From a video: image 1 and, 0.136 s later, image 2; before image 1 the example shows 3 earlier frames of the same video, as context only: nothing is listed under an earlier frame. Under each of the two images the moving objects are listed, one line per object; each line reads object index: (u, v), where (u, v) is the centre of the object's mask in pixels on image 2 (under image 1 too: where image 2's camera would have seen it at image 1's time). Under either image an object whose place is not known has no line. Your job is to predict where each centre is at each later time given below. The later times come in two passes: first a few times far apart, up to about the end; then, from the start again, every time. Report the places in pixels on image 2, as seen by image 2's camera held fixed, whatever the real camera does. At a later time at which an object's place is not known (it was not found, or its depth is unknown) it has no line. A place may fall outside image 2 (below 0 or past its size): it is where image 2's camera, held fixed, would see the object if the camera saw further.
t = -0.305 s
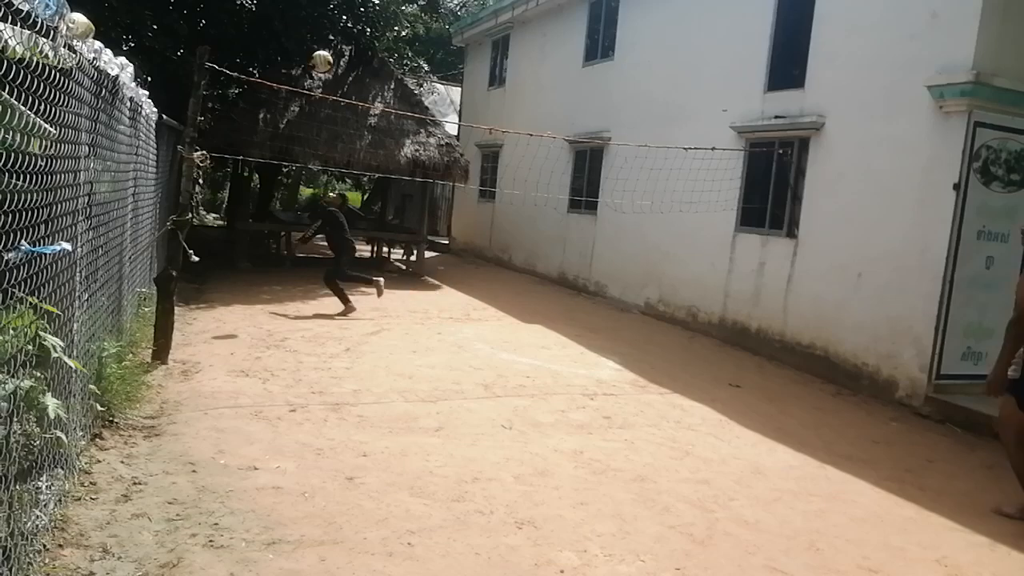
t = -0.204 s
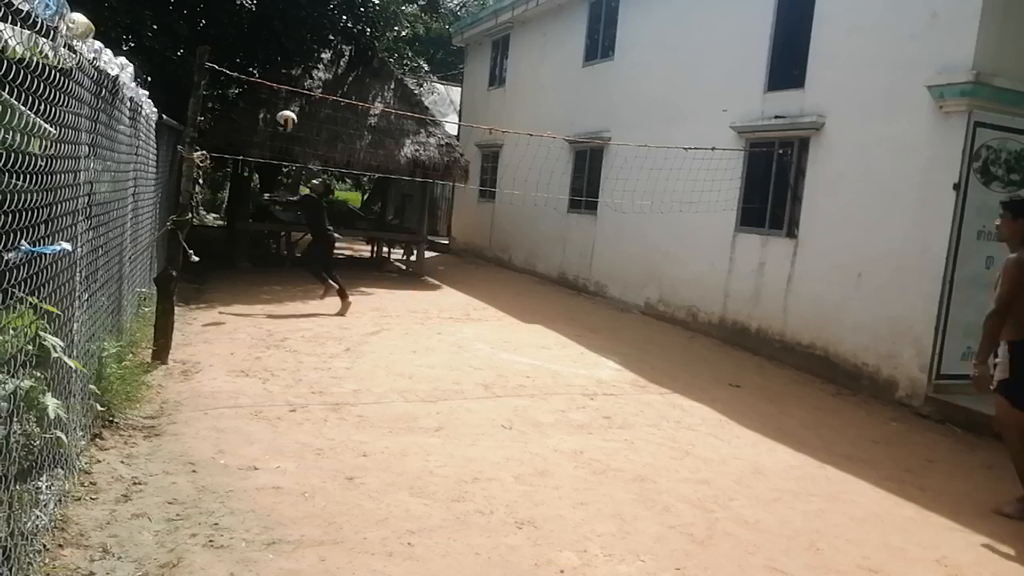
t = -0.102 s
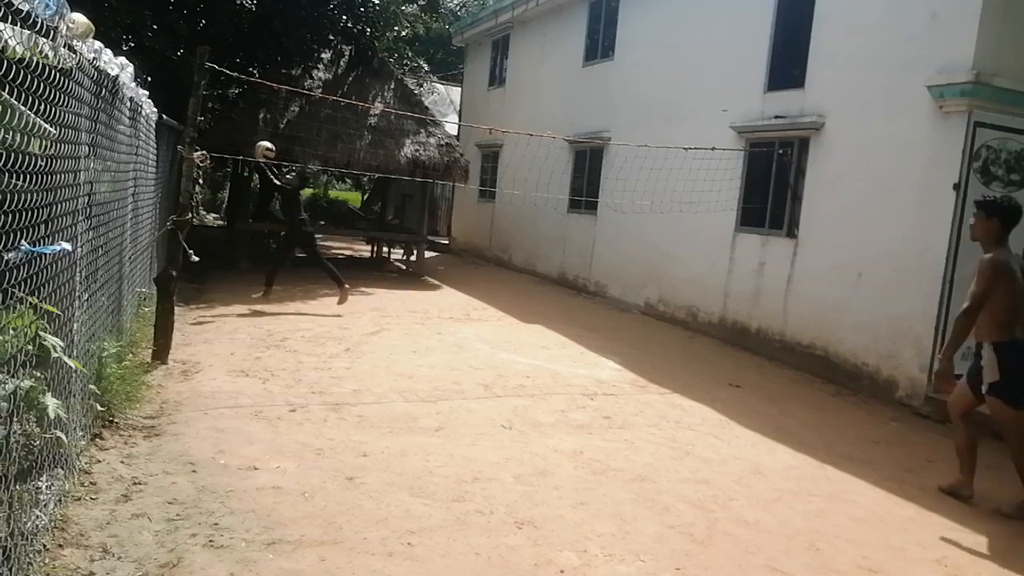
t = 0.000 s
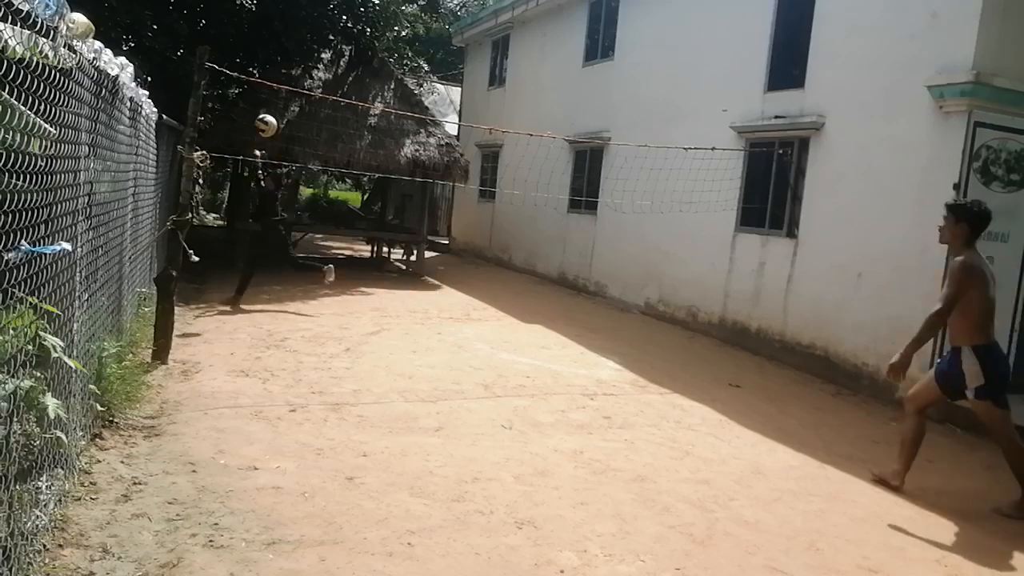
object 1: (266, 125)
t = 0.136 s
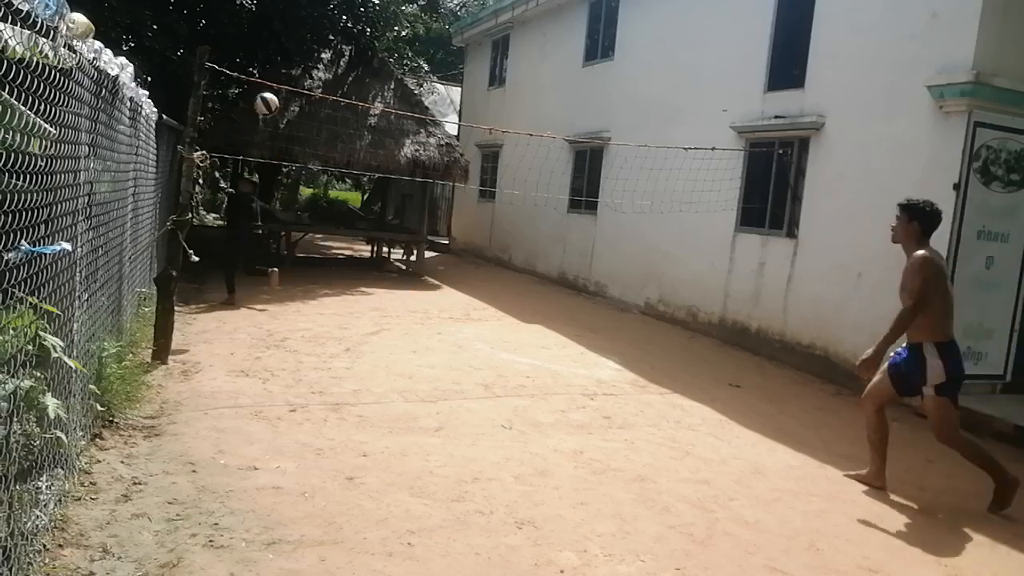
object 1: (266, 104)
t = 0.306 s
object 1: (264, 105)
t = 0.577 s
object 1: (254, 197)
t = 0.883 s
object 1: (234, 366)
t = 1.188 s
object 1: (229, 275)
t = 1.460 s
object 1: (208, 384)
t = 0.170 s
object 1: (266, 102)
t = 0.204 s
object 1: (266, 100)
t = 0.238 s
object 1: (265, 101)
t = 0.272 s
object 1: (265, 101)
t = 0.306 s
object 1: (264, 105)
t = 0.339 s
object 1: (264, 110)
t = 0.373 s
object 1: (263, 117)
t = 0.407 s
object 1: (263, 126)
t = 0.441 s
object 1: (260, 136)
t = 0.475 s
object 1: (258, 149)
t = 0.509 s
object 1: (257, 164)
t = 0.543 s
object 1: (256, 180)
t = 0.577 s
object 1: (254, 197)
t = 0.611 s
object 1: (252, 217)
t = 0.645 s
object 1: (250, 239)
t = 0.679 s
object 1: (247, 264)
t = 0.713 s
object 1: (244, 294)
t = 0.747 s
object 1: (240, 326)
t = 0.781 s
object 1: (237, 361)
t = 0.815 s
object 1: (234, 400)
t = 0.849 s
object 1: (234, 383)
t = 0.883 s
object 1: (234, 366)
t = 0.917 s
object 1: (234, 350)
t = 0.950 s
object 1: (234, 334)
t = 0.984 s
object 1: (234, 321)
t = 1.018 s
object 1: (233, 308)
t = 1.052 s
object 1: (233, 297)
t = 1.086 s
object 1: (232, 287)
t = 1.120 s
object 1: (231, 282)
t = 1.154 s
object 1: (231, 277)
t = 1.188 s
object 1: (229, 275)
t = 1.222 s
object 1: (228, 276)
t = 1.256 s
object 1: (226, 279)
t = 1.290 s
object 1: (224, 285)
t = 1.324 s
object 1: (222, 295)
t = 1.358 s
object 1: (218, 310)
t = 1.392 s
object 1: (215, 330)
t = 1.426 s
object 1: (212, 355)
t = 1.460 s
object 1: (208, 384)
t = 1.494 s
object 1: (203, 420)
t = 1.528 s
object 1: (197, 464)
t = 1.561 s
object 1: (191, 517)
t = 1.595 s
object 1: (187, 558)
